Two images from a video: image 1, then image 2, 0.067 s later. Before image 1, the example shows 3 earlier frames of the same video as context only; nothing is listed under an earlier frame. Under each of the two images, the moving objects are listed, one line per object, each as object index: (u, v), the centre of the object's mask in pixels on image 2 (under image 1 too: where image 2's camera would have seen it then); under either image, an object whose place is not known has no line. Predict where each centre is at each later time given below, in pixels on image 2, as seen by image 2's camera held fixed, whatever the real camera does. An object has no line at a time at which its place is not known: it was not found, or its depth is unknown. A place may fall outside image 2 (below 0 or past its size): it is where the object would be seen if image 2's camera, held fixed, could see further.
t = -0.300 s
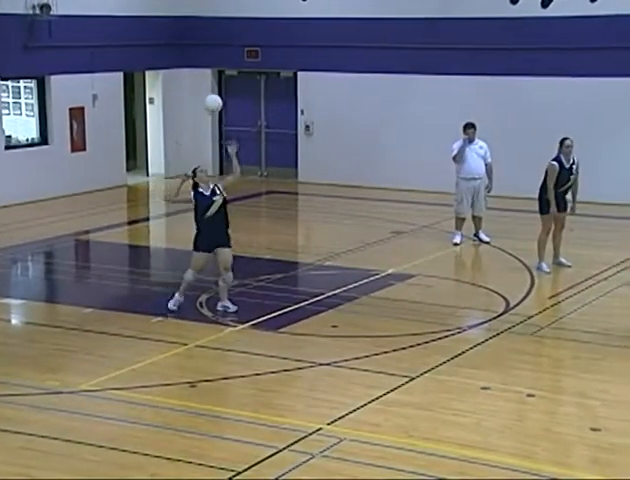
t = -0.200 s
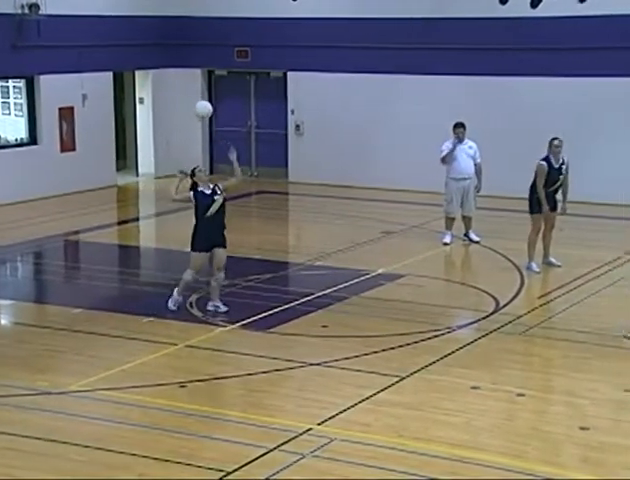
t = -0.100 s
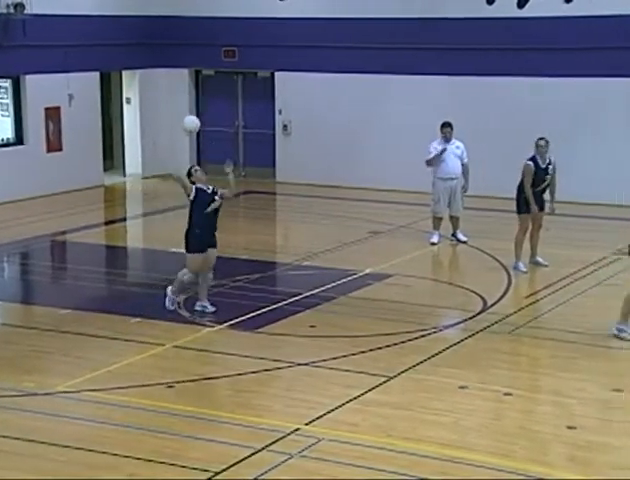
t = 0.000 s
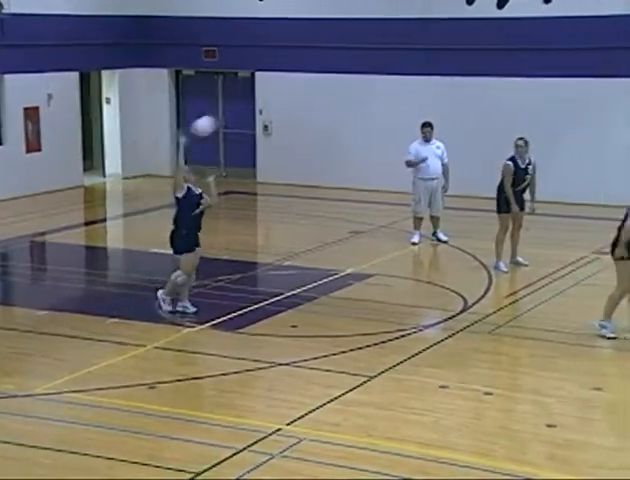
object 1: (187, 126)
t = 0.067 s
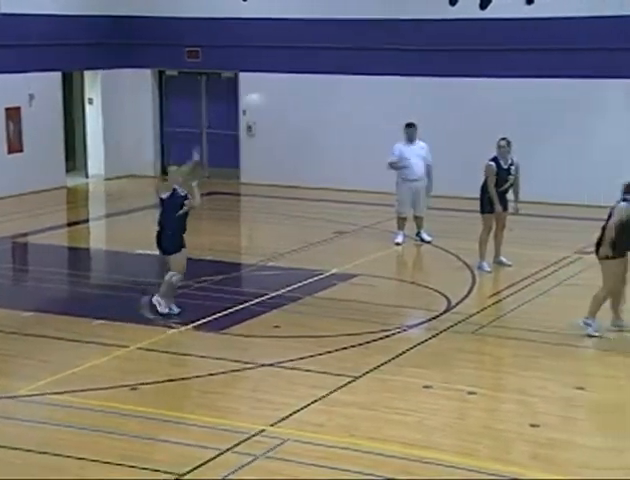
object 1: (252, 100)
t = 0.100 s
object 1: (287, 88)
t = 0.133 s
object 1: (324, 77)
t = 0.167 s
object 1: (357, 70)
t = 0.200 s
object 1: (392, 65)
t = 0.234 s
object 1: (426, 58)
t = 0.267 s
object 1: (461, 52)
